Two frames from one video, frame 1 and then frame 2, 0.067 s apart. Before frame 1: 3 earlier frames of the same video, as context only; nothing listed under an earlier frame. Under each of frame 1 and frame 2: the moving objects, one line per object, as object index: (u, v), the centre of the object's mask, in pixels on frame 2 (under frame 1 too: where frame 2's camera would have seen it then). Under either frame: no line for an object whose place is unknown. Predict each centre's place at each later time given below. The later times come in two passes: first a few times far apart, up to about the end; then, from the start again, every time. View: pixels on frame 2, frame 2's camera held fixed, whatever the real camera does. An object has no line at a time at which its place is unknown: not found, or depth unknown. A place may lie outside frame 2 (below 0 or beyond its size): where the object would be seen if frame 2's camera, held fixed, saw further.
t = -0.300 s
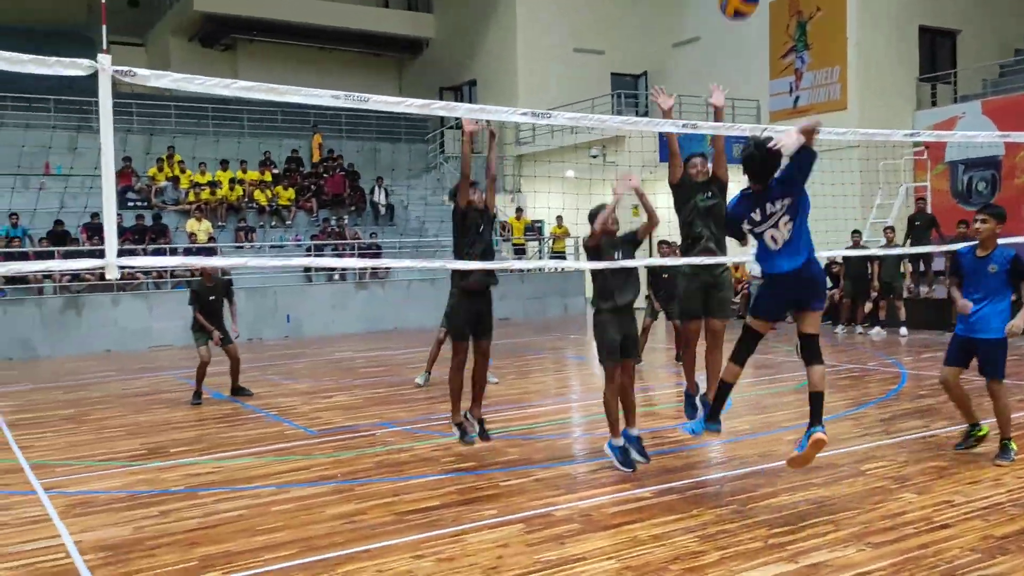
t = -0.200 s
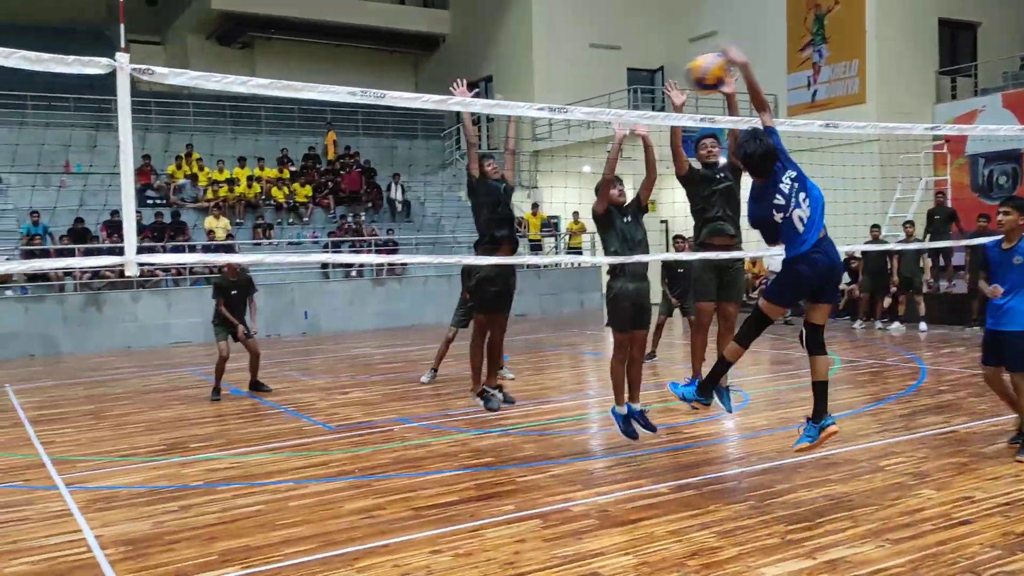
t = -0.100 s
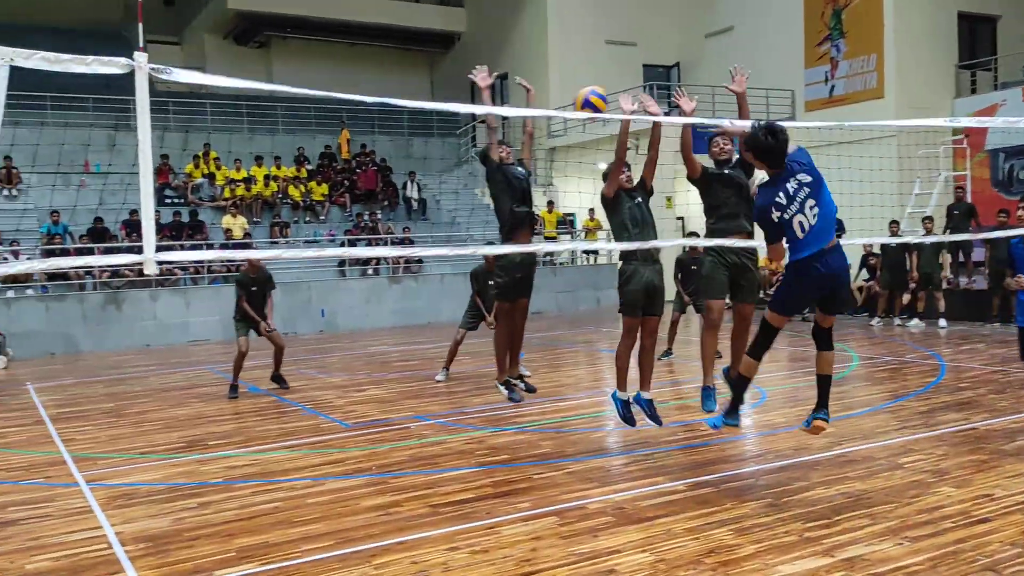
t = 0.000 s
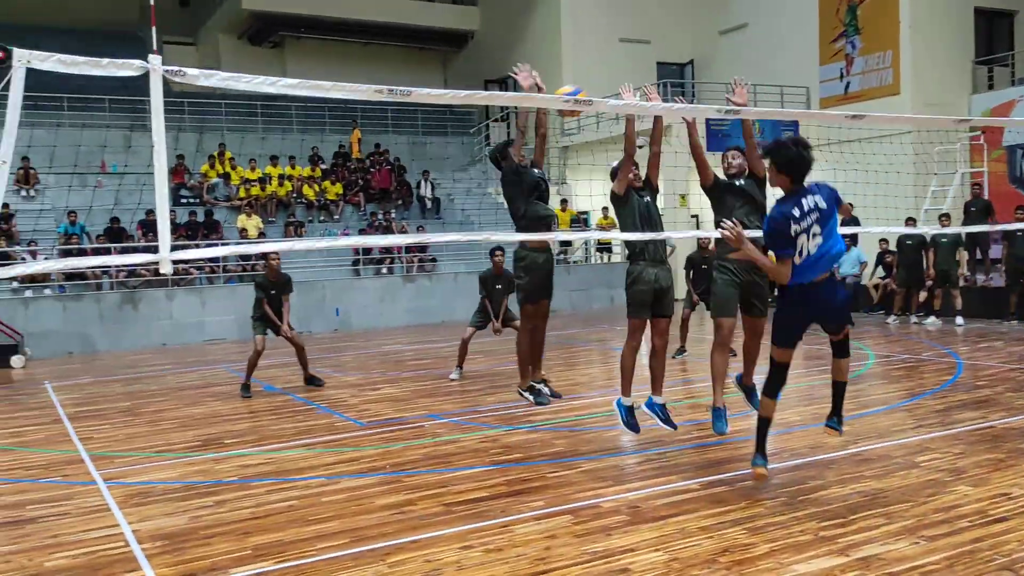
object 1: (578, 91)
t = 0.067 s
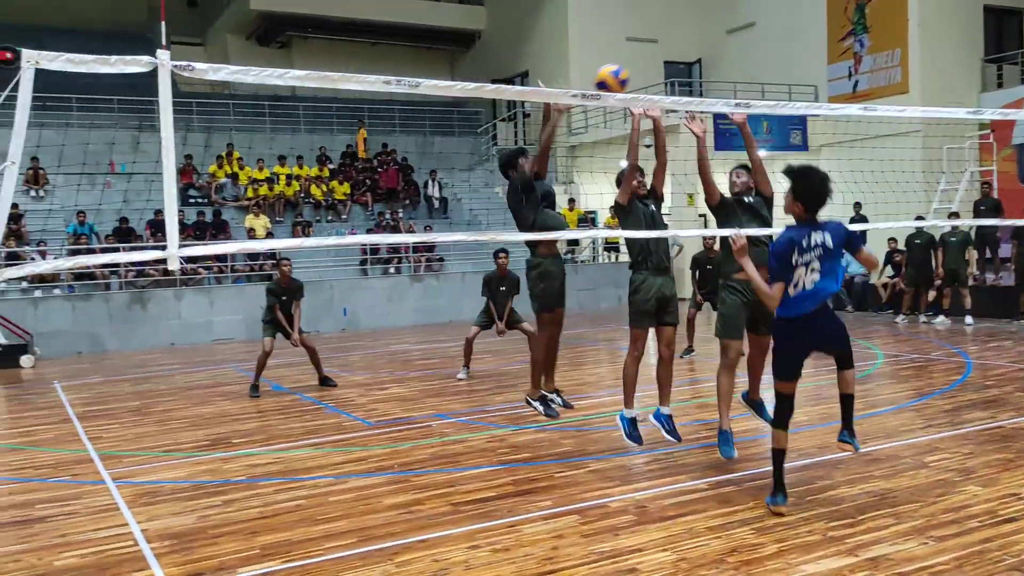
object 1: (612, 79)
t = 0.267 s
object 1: (736, 55)
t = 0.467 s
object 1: (901, 106)
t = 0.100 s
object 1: (629, 73)
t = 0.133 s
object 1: (648, 66)
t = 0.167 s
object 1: (669, 60)
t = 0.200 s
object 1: (691, 57)
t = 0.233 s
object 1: (712, 55)
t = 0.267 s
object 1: (736, 55)
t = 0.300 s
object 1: (761, 58)
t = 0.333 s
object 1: (785, 62)
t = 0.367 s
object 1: (813, 69)
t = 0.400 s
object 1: (840, 79)
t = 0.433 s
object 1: (870, 91)
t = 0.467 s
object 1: (901, 106)
